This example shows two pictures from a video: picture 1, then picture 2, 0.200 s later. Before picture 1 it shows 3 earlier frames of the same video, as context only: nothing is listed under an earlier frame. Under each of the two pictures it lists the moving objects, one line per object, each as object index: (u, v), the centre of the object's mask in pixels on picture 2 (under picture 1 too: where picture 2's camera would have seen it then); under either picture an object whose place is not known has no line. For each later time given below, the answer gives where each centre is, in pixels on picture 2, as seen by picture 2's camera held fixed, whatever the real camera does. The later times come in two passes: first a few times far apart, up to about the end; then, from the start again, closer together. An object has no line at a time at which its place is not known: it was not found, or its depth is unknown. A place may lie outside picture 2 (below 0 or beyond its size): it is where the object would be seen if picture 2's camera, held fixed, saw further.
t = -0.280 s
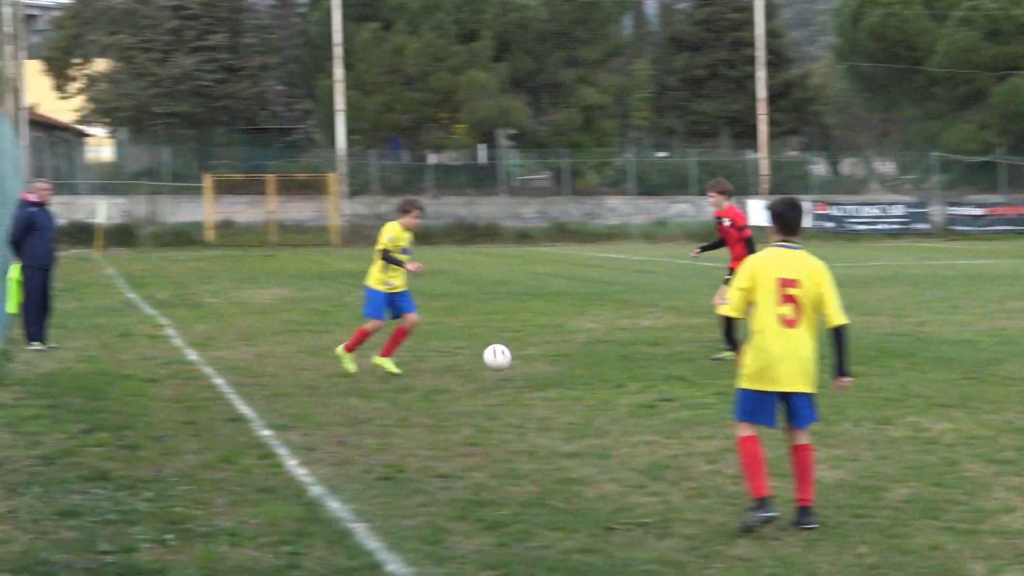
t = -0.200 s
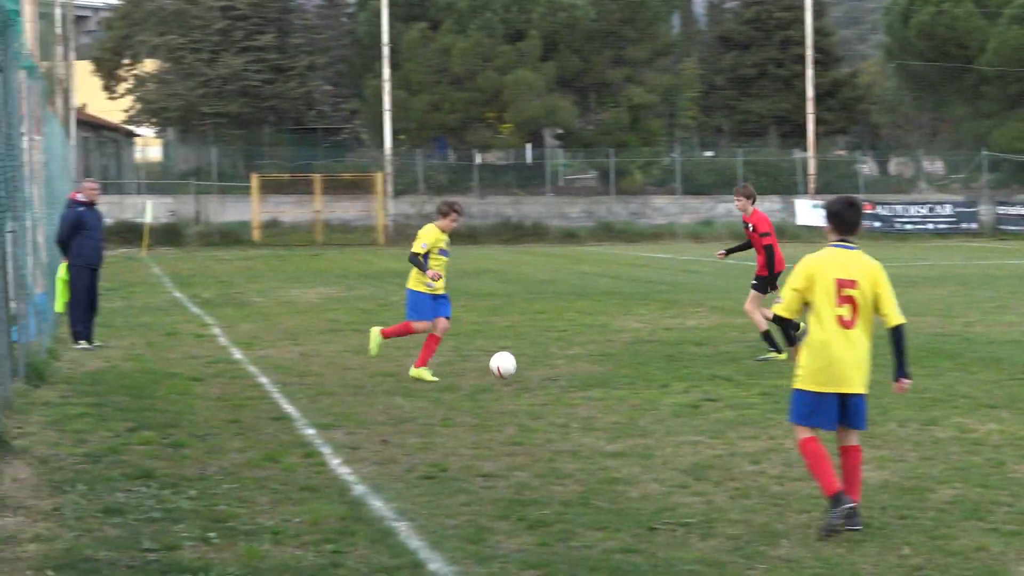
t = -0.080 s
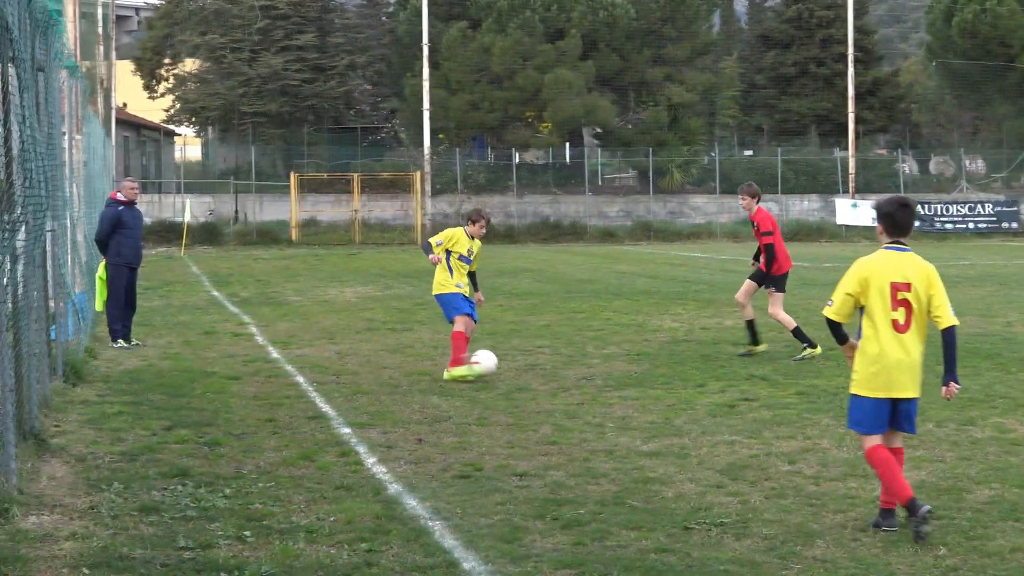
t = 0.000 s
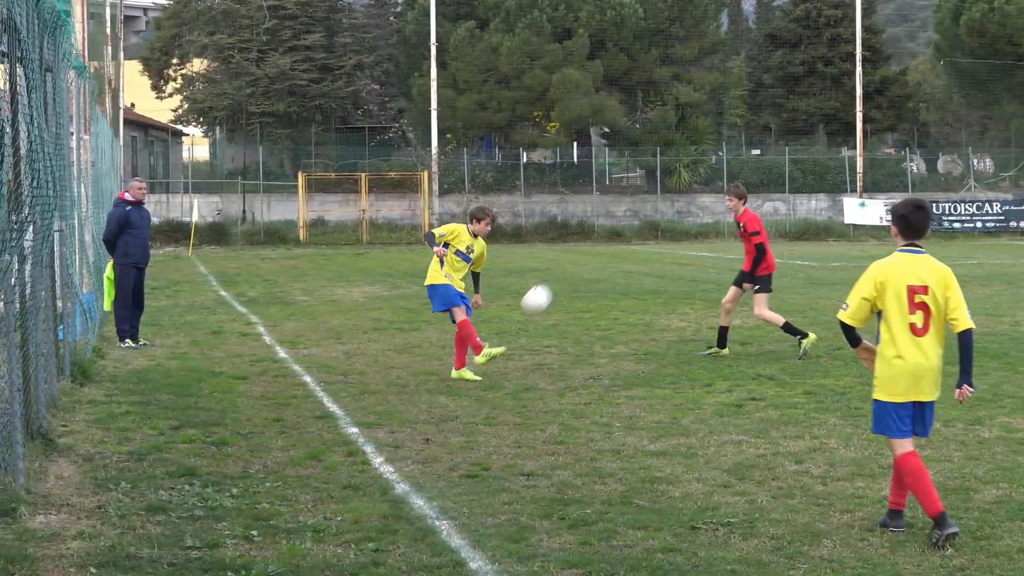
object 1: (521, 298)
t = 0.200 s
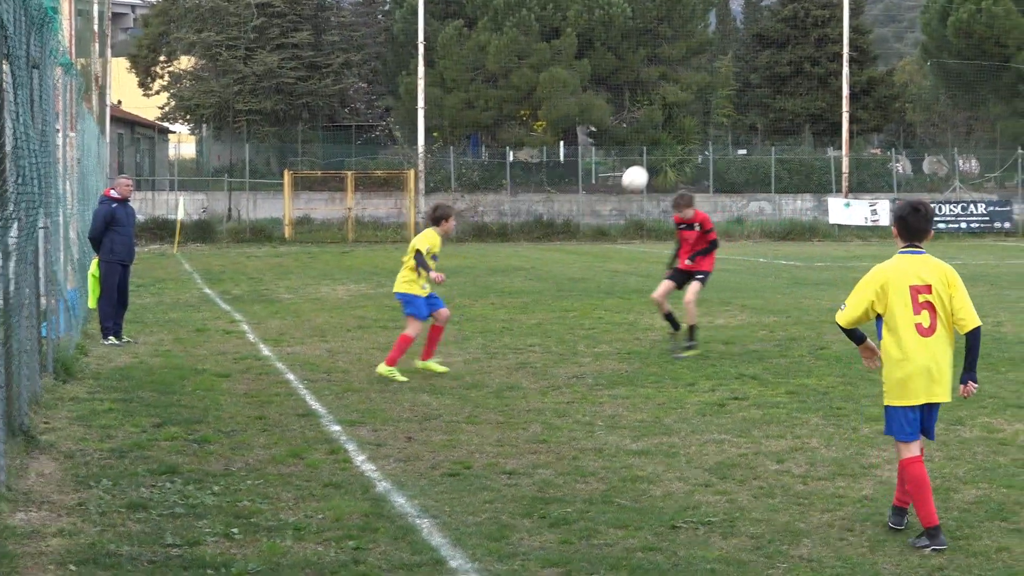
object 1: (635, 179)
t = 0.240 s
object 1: (655, 162)
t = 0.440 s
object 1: (745, 102)
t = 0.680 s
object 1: (835, 89)
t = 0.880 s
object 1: (897, 123)
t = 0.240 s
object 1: (655, 162)
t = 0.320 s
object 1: (694, 132)
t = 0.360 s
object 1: (712, 121)
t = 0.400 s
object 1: (729, 110)
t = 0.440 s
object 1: (745, 102)
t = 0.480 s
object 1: (763, 95)
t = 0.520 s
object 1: (778, 91)
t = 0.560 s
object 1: (793, 88)
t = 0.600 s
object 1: (808, 87)
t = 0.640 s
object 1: (822, 87)
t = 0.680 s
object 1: (835, 89)
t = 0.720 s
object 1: (850, 93)
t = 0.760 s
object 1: (863, 98)
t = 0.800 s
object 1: (875, 105)
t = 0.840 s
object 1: (886, 112)
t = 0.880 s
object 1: (897, 123)
